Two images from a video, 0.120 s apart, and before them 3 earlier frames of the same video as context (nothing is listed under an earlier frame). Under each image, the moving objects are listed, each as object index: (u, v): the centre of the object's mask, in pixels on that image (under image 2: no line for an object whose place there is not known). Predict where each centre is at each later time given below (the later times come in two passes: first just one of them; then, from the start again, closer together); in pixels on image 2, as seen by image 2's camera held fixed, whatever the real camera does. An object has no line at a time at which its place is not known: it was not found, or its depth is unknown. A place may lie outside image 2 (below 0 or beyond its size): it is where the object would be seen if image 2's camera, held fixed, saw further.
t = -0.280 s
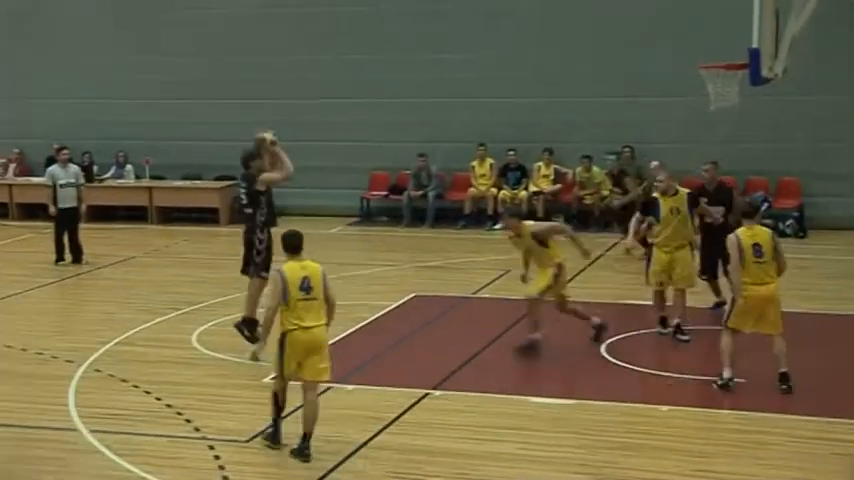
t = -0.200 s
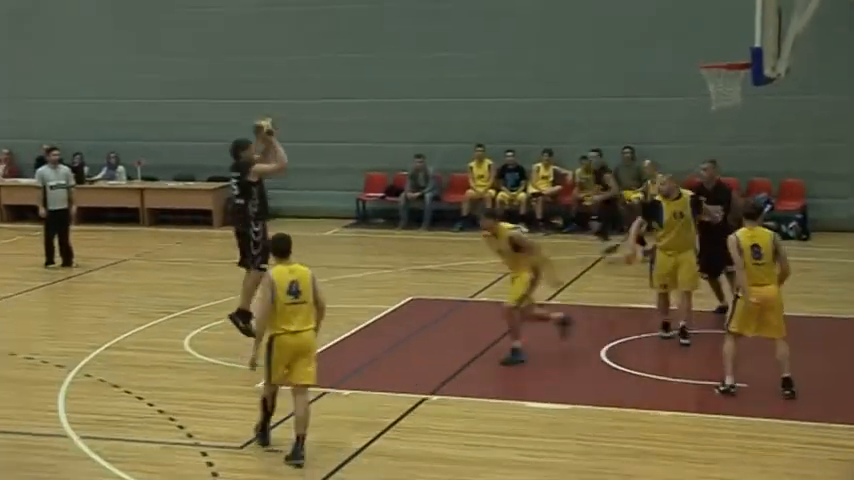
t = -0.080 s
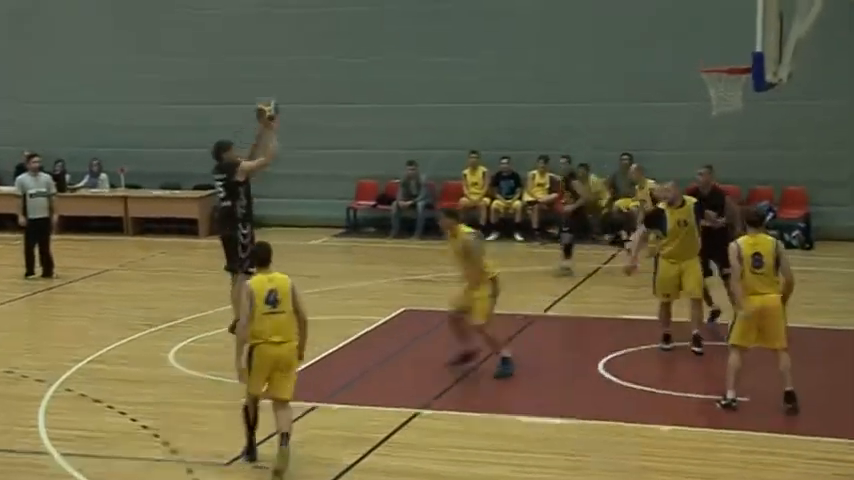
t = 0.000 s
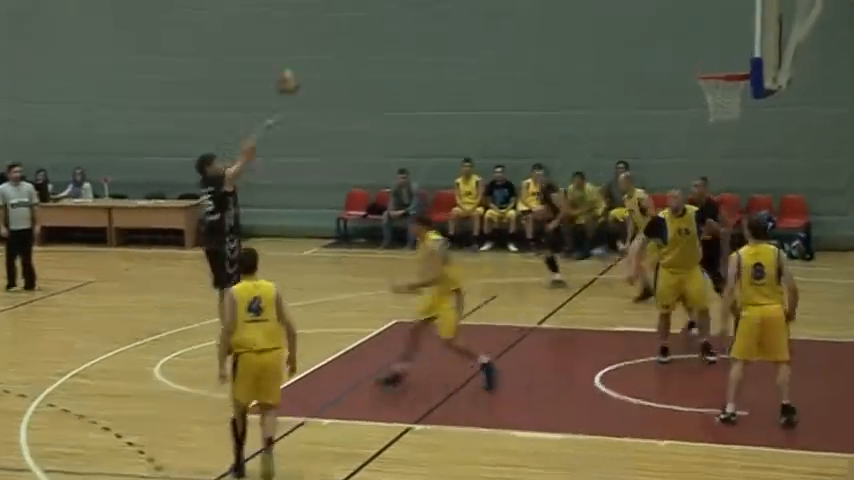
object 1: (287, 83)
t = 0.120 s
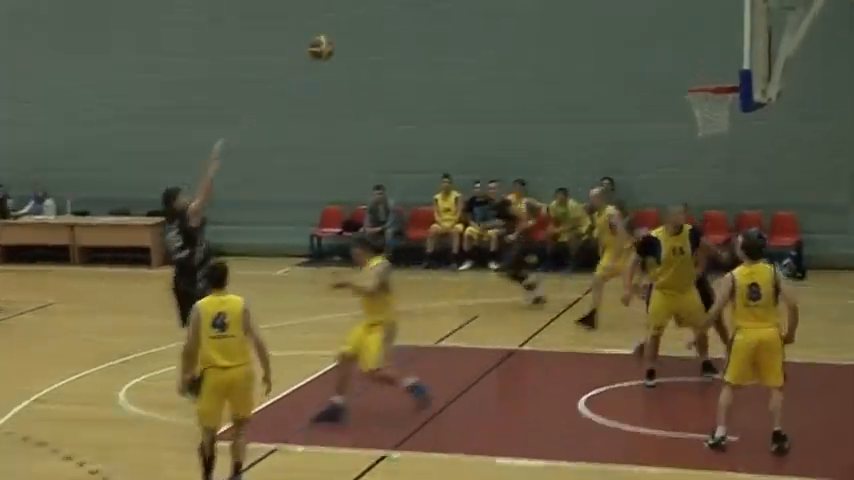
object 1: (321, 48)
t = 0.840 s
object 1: (682, 77)
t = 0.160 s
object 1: (343, 33)
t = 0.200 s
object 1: (359, 23)
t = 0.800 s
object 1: (664, 64)
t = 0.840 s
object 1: (682, 77)
